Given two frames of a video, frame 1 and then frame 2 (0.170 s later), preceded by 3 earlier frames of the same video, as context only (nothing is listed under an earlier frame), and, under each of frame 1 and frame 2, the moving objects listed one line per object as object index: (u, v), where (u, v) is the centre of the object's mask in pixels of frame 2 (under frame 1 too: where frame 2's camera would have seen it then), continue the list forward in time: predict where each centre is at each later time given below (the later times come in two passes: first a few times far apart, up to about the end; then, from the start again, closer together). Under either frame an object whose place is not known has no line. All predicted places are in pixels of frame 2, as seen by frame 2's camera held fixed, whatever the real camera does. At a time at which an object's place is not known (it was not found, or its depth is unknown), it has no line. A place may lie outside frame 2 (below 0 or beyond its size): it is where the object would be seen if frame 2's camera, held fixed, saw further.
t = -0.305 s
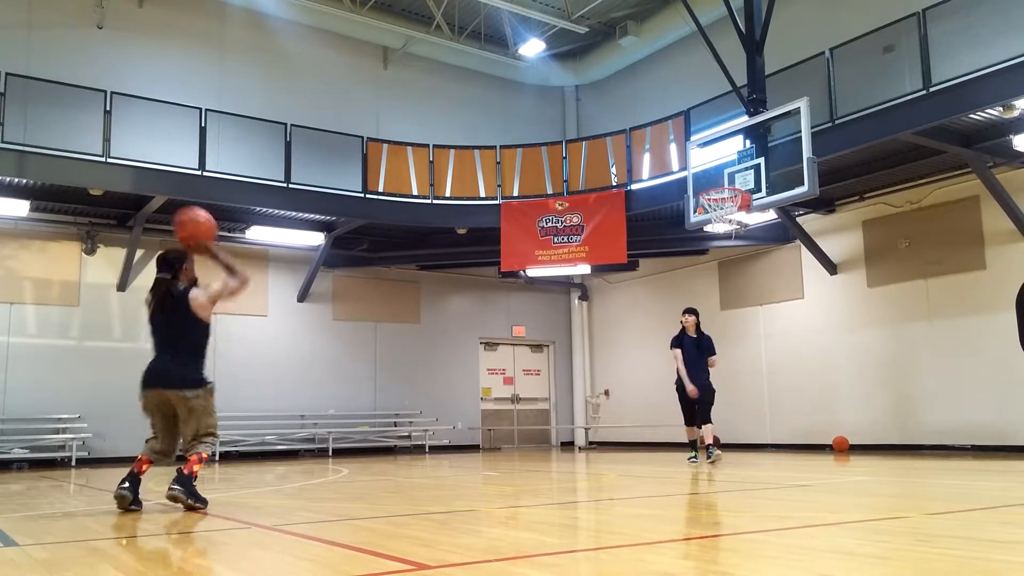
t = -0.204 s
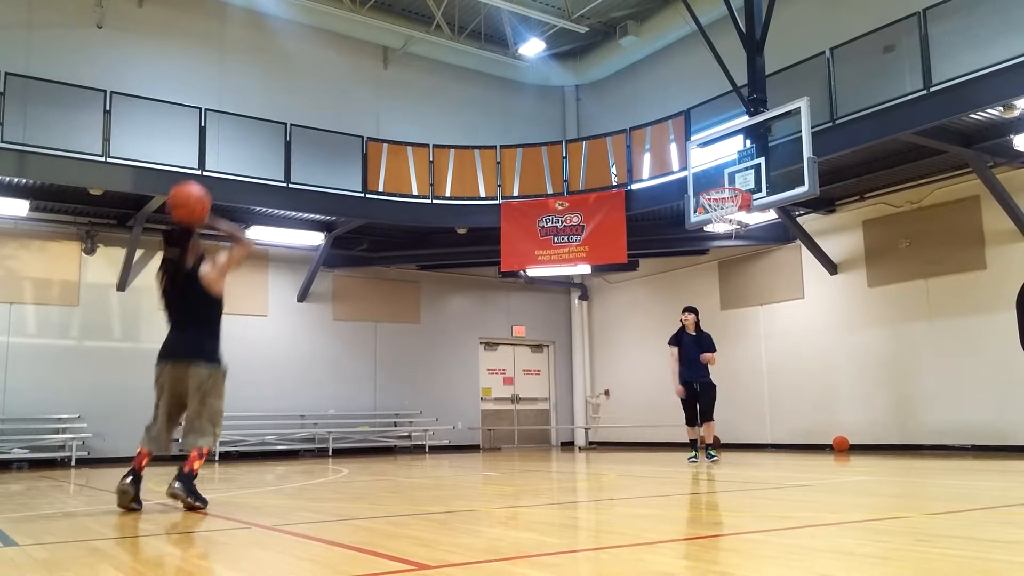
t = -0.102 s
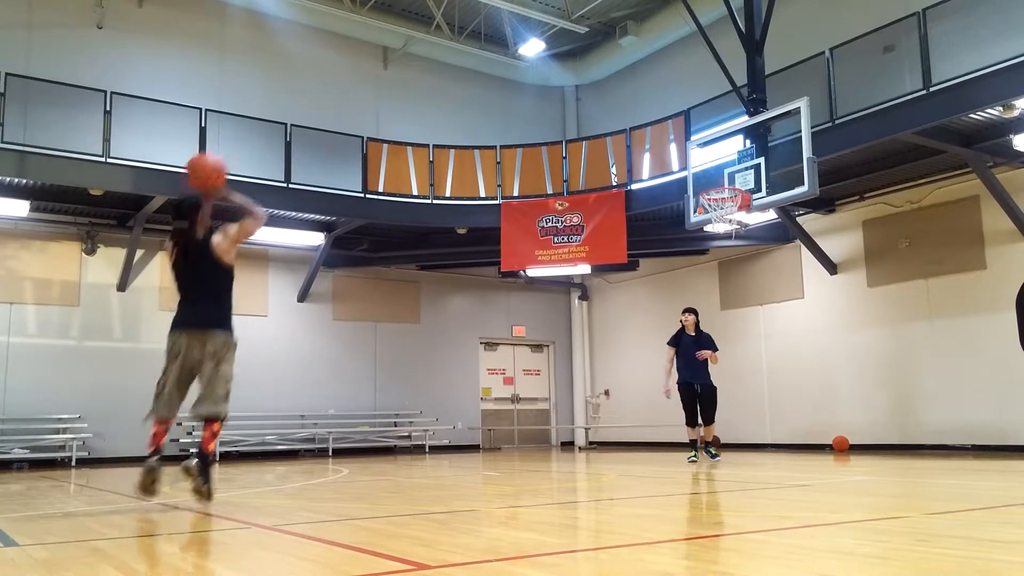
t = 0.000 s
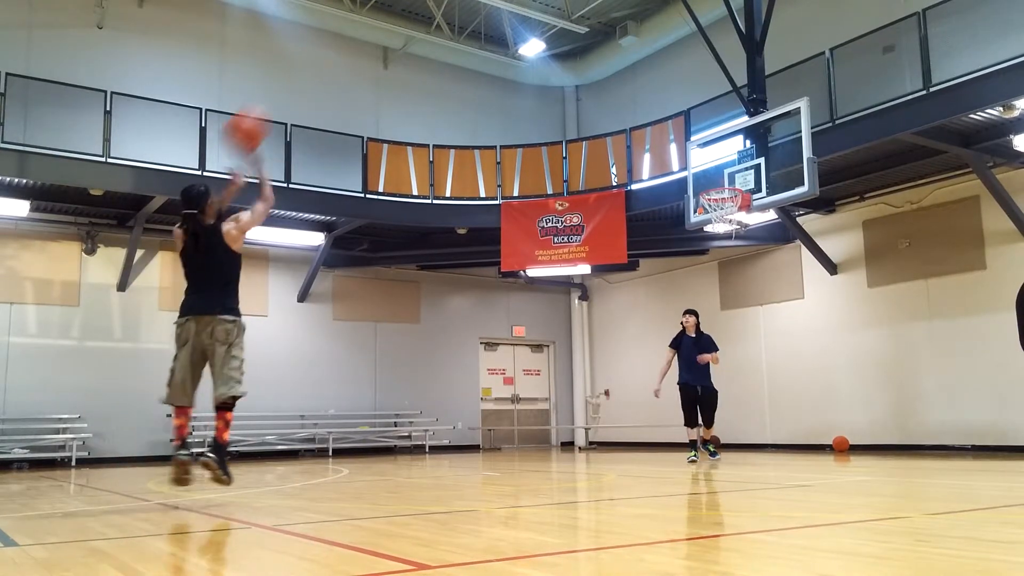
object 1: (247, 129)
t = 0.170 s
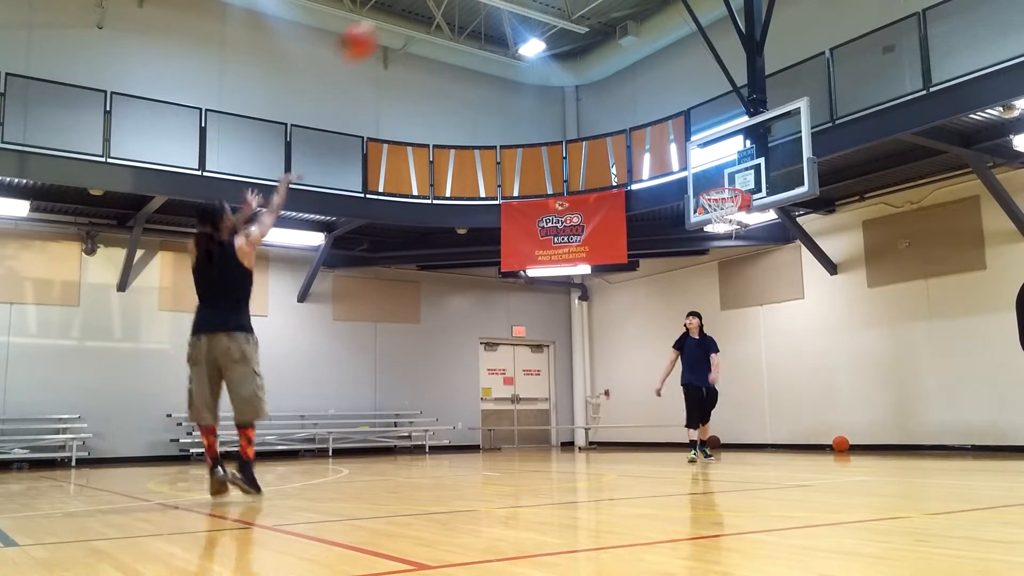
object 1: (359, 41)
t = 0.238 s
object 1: (398, 19)
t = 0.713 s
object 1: (593, 26)
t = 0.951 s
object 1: (664, 100)
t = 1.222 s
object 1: (723, 182)
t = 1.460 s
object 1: (727, 158)
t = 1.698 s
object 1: (719, 151)
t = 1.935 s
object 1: (711, 184)
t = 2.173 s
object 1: (700, 178)
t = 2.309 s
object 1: (693, 188)
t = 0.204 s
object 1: (380, 29)
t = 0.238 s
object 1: (398, 19)
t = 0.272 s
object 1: (415, 13)
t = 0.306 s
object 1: (431, 10)
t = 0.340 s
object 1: (450, 7)
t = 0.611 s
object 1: (560, 9)
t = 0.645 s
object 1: (570, 12)
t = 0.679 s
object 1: (583, 19)
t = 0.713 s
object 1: (593, 26)
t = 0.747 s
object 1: (603, 33)
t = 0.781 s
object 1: (614, 42)
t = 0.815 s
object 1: (625, 53)
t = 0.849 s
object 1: (635, 64)
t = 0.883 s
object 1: (645, 75)
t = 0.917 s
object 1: (654, 87)
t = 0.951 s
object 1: (664, 100)
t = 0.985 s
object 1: (674, 112)
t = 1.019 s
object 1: (682, 126)
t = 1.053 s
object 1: (690, 142)
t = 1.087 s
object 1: (701, 160)
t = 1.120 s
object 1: (710, 178)
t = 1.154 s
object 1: (715, 181)
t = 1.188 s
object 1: (718, 182)
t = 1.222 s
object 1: (723, 182)
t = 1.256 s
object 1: (725, 183)
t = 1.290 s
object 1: (726, 180)
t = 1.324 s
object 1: (727, 174)
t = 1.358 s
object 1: (726, 170)
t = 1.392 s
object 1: (727, 165)
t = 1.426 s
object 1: (727, 161)
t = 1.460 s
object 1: (727, 158)
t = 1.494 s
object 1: (728, 157)
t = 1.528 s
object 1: (727, 154)
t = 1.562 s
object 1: (725, 151)
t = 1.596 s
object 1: (723, 150)
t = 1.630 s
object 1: (722, 149)
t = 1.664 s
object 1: (721, 150)
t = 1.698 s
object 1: (719, 151)
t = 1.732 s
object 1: (718, 154)
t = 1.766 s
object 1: (717, 158)
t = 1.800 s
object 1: (716, 162)
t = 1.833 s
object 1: (715, 166)
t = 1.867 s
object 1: (714, 175)
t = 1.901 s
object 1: (713, 178)
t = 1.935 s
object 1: (711, 184)
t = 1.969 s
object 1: (709, 186)
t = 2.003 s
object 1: (707, 182)
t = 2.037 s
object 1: (706, 179)
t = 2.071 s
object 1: (704, 180)
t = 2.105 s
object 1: (703, 178)
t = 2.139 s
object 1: (701, 177)
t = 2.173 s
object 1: (700, 178)
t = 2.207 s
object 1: (698, 179)
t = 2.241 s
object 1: (696, 181)
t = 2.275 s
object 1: (696, 184)
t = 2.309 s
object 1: (693, 188)
